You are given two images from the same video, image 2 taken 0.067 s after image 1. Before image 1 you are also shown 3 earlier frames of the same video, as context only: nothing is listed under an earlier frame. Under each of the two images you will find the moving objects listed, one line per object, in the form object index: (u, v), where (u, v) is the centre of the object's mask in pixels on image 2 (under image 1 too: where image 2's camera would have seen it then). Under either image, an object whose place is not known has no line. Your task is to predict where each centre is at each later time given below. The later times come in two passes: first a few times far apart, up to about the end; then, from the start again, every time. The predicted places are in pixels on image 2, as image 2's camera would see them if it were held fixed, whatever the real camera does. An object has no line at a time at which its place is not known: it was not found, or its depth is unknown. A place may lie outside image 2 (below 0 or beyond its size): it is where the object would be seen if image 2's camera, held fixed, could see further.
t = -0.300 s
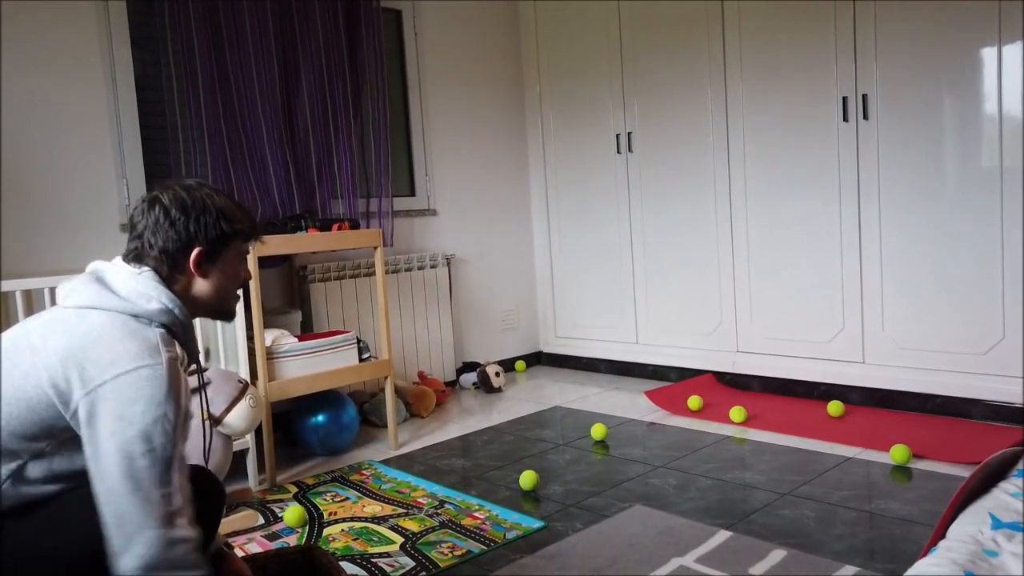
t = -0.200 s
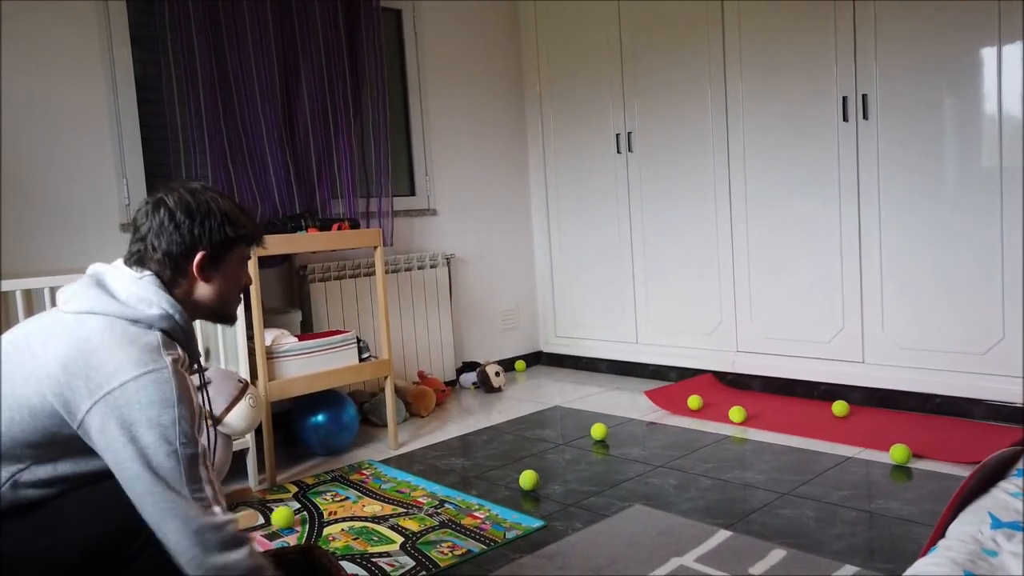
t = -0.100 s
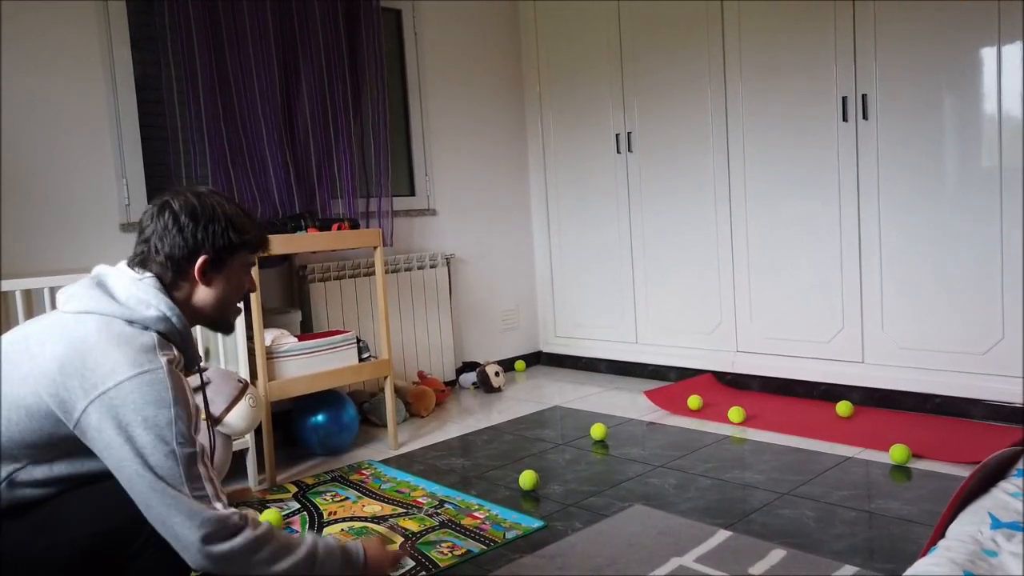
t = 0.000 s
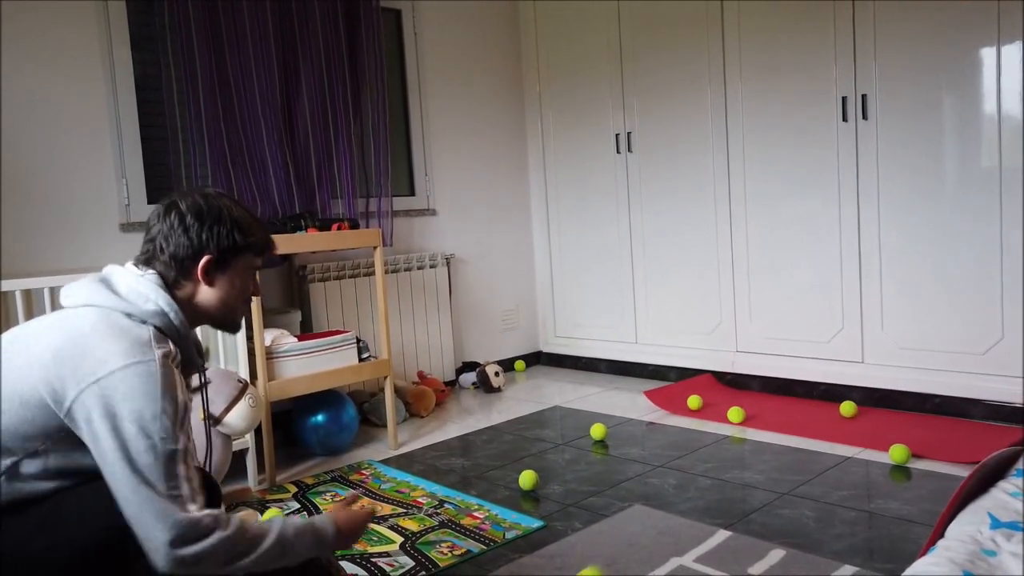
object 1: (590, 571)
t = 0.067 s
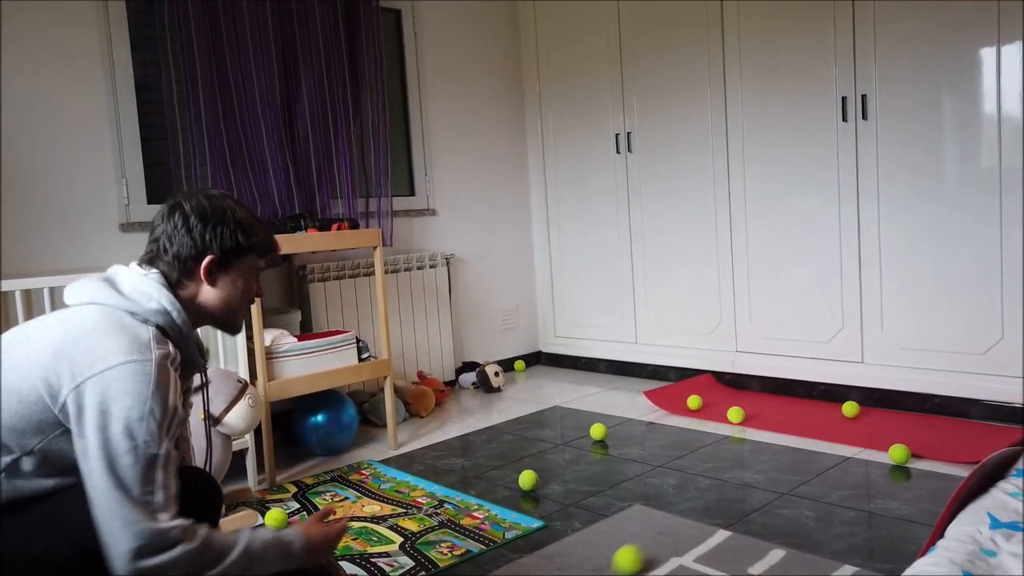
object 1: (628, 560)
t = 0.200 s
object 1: (691, 519)
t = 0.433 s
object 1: (772, 468)
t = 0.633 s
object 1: (825, 436)
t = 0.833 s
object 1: (858, 396)
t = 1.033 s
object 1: (870, 369)
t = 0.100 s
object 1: (644, 548)
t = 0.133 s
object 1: (661, 539)
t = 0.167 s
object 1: (677, 528)
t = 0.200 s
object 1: (691, 519)
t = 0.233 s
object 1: (704, 509)
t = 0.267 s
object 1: (717, 502)
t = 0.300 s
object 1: (729, 494)
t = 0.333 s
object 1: (740, 488)
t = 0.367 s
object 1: (752, 481)
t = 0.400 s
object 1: (762, 474)
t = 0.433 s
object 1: (772, 468)
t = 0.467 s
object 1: (782, 462)
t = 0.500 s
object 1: (791, 457)
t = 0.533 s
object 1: (800, 451)
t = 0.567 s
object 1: (809, 445)
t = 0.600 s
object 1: (817, 440)
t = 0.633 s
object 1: (825, 436)
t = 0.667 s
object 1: (831, 426)
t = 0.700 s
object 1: (837, 414)
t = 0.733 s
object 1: (842, 406)
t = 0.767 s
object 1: (848, 401)
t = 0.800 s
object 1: (853, 399)
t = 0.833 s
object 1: (858, 396)
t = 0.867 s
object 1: (860, 387)
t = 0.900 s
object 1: (863, 377)
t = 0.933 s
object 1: (864, 371)
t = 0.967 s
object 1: (866, 367)
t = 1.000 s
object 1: (869, 367)
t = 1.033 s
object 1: (870, 369)
